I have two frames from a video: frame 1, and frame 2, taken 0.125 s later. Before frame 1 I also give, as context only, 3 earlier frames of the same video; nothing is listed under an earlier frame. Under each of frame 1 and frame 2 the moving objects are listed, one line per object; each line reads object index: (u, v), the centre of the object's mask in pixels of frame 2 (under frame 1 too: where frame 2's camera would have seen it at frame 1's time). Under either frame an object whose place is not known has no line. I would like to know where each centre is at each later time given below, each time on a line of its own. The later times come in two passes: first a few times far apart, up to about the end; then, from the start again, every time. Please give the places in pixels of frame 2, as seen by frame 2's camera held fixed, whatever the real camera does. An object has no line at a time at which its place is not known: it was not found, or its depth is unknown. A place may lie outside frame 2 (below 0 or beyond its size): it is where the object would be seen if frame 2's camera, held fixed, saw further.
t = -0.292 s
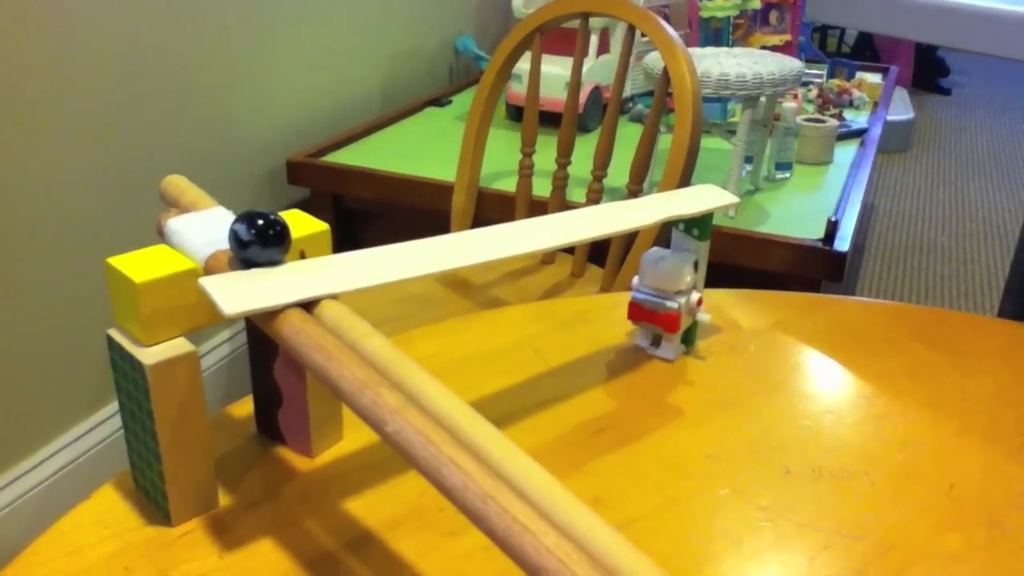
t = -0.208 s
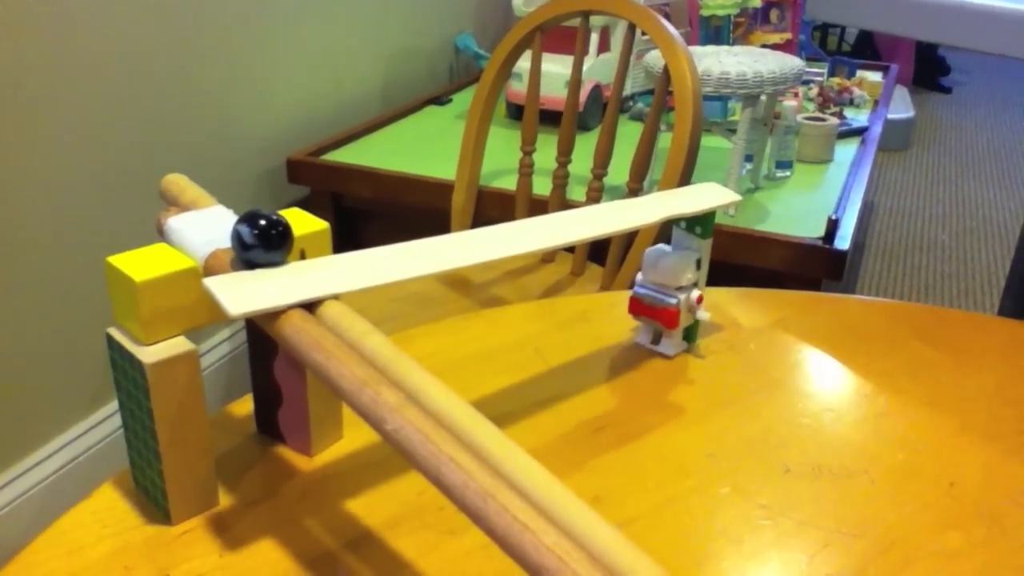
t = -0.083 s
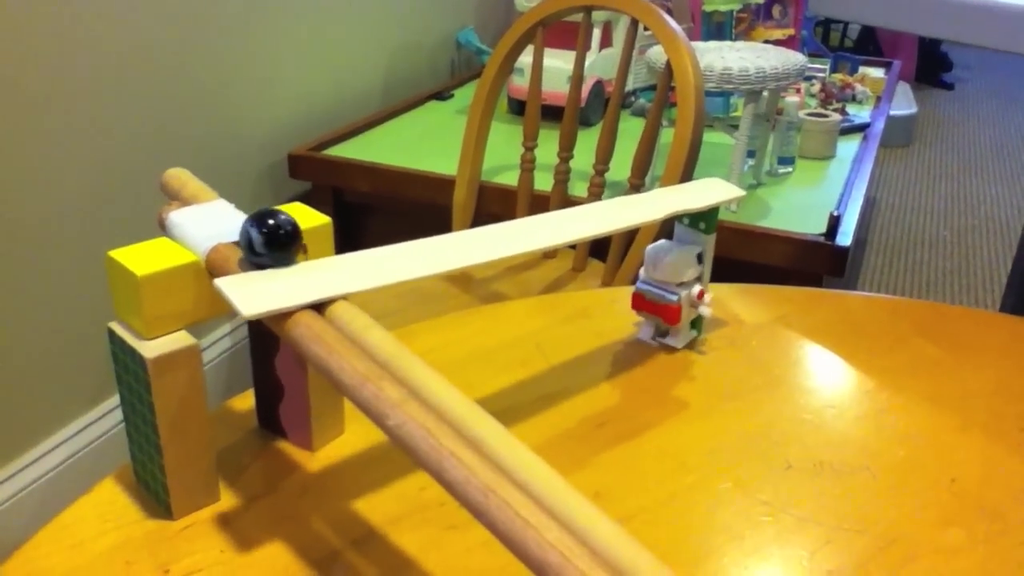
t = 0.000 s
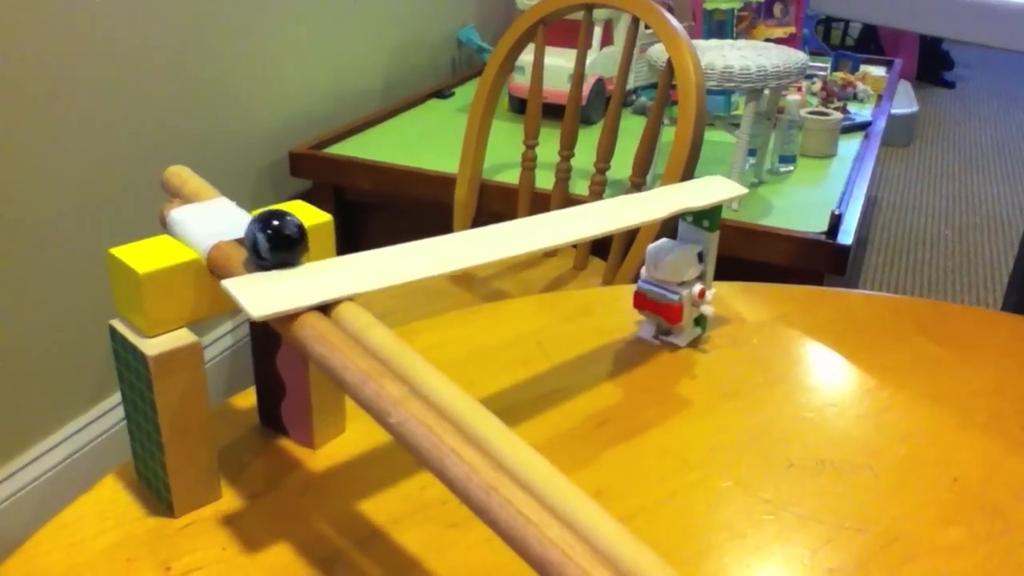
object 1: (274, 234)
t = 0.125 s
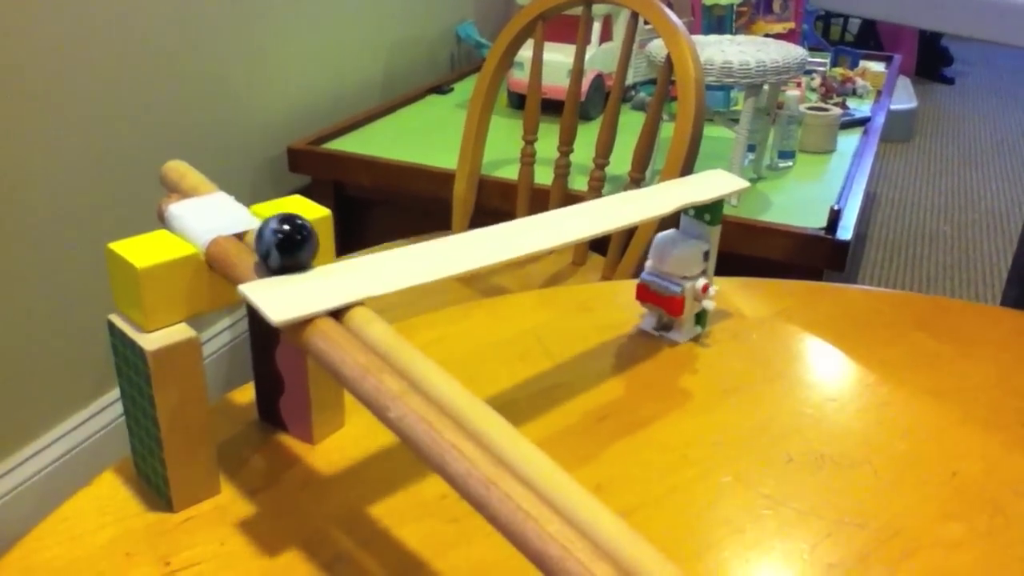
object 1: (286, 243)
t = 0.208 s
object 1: (293, 250)
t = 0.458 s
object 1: (309, 262)
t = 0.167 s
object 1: (289, 246)
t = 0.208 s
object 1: (293, 250)
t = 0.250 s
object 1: (296, 252)
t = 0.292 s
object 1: (299, 254)
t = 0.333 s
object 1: (301, 256)
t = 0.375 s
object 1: (305, 258)
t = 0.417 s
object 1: (307, 260)
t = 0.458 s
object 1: (309, 262)
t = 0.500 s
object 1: (312, 264)
